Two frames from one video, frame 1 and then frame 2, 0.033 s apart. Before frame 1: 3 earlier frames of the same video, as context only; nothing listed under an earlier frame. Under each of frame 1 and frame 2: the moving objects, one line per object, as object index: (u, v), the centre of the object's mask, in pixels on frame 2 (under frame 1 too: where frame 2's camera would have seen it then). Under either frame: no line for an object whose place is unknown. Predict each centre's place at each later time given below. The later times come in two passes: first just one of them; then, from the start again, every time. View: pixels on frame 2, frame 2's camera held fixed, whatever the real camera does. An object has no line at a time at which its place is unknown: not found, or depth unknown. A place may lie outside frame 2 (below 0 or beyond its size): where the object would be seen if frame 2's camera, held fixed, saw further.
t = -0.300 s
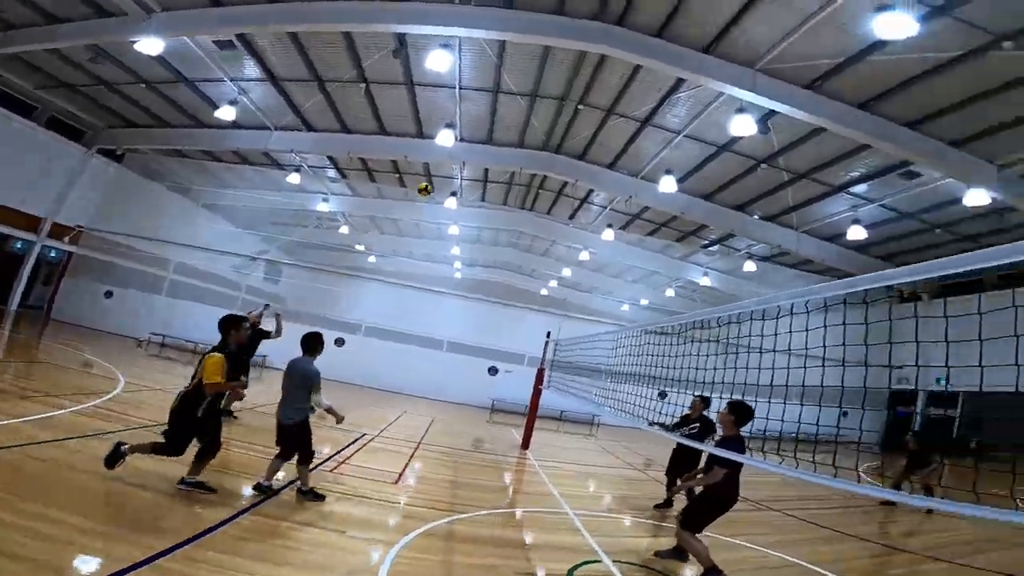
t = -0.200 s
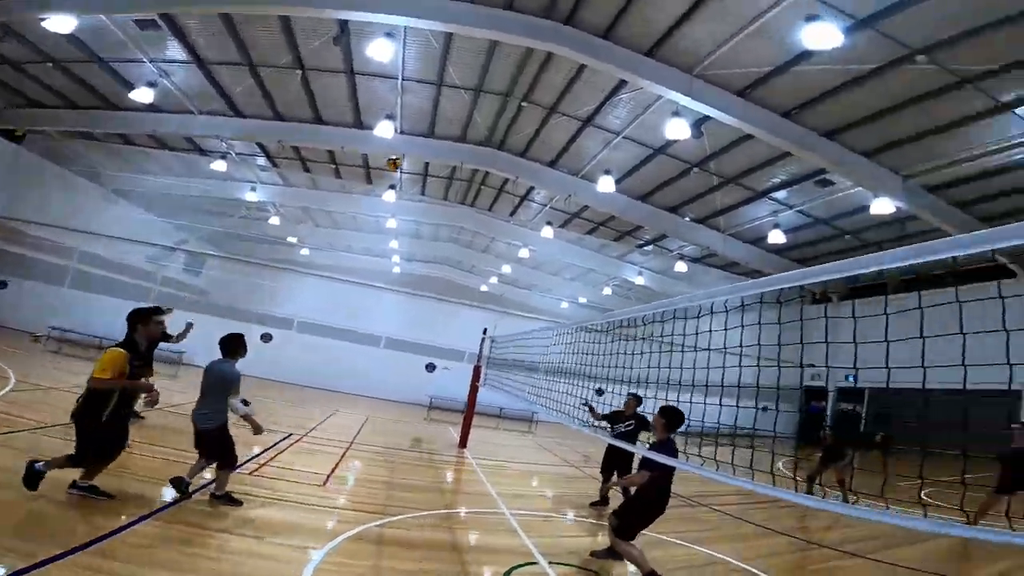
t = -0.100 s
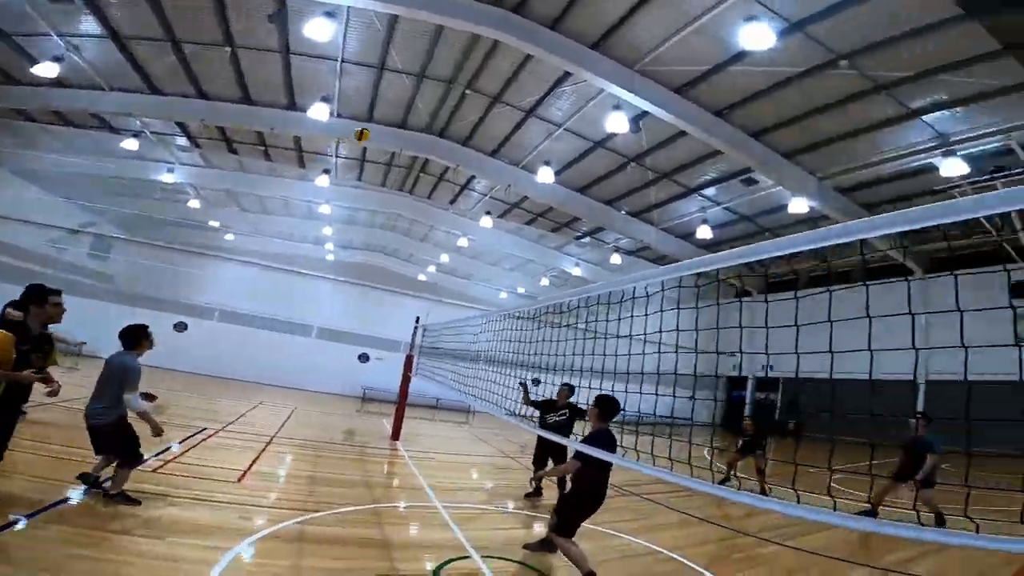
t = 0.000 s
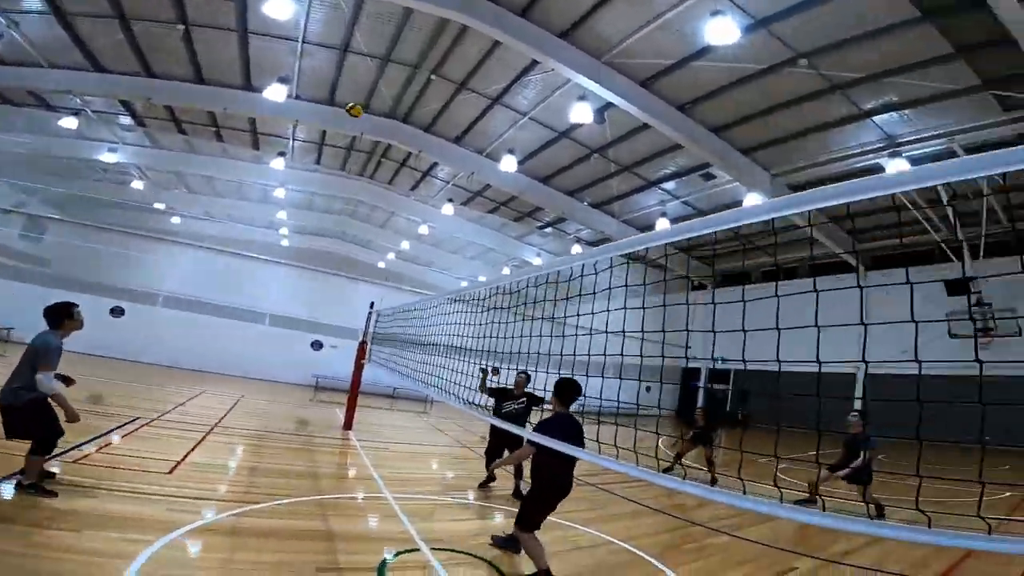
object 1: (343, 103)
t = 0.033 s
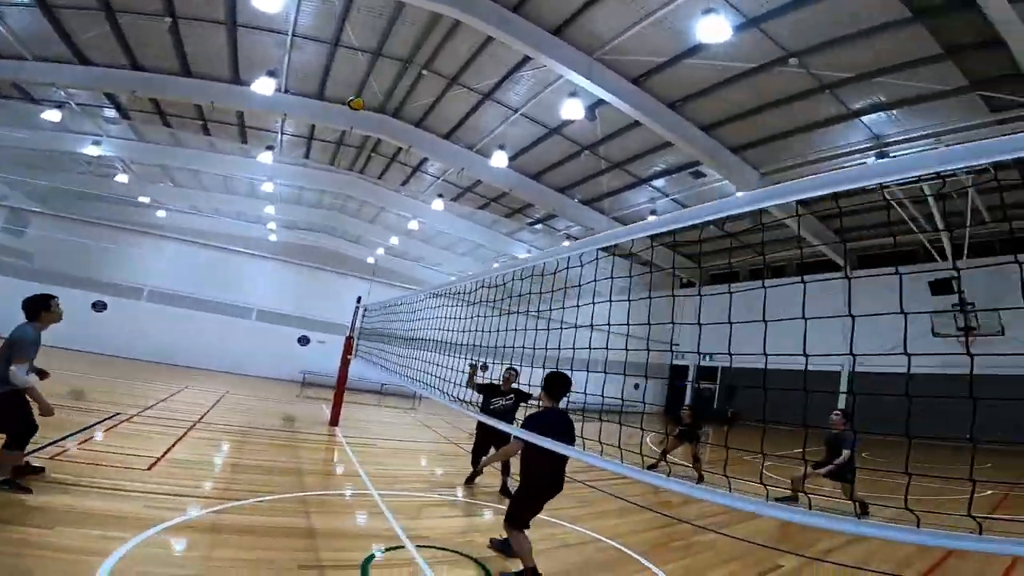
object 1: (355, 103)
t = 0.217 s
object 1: (412, 119)
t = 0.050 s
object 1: (361, 104)
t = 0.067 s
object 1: (366, 104)
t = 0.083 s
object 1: (374, 107)
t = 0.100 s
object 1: (377, 108)
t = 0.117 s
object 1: (382, 109)
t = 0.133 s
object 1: (387, 110)
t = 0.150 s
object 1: (394, 113)
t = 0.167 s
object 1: (397, 114)
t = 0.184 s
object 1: (401, 115)
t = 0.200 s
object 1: (406, 118)
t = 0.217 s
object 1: (412, 119)
